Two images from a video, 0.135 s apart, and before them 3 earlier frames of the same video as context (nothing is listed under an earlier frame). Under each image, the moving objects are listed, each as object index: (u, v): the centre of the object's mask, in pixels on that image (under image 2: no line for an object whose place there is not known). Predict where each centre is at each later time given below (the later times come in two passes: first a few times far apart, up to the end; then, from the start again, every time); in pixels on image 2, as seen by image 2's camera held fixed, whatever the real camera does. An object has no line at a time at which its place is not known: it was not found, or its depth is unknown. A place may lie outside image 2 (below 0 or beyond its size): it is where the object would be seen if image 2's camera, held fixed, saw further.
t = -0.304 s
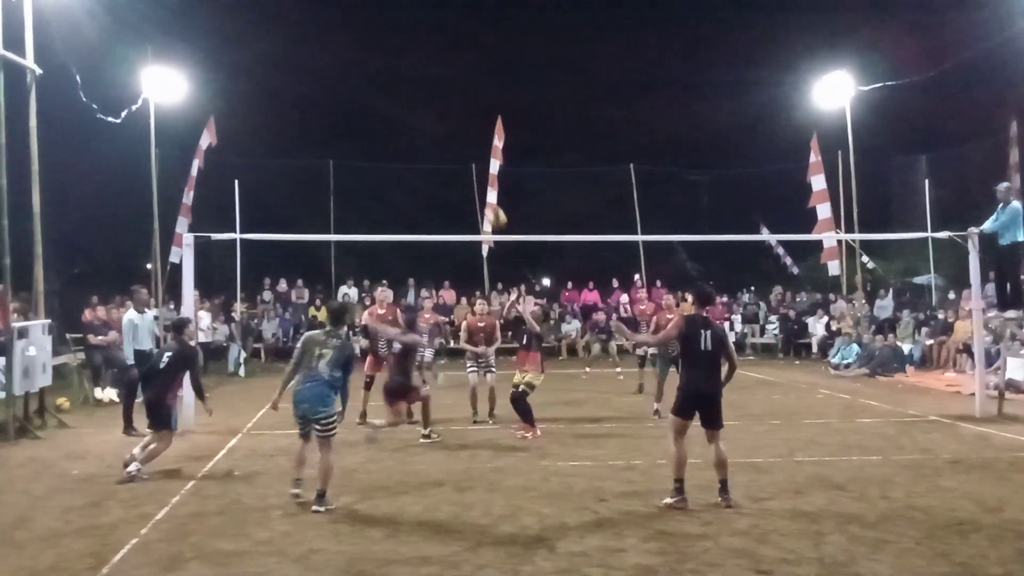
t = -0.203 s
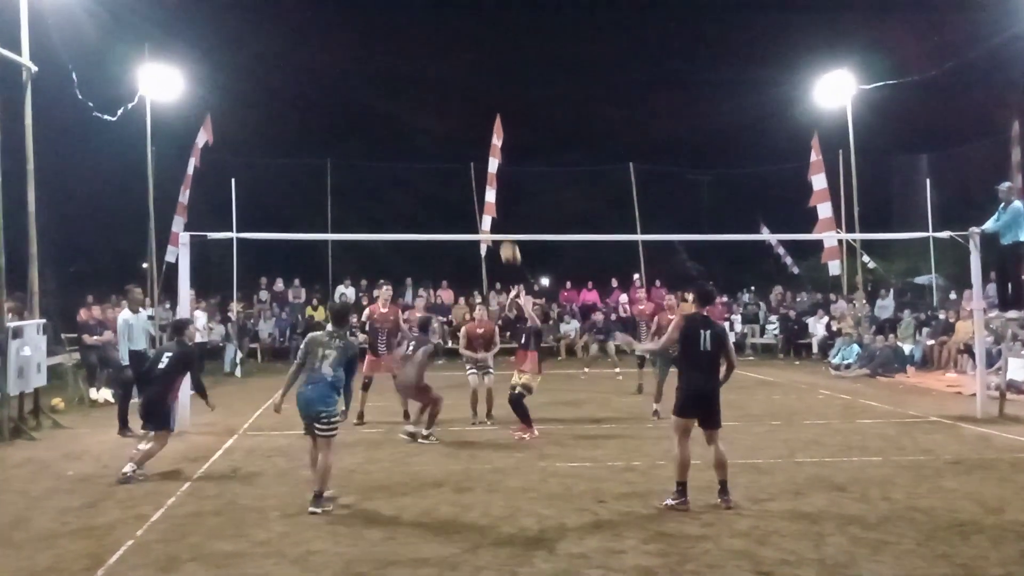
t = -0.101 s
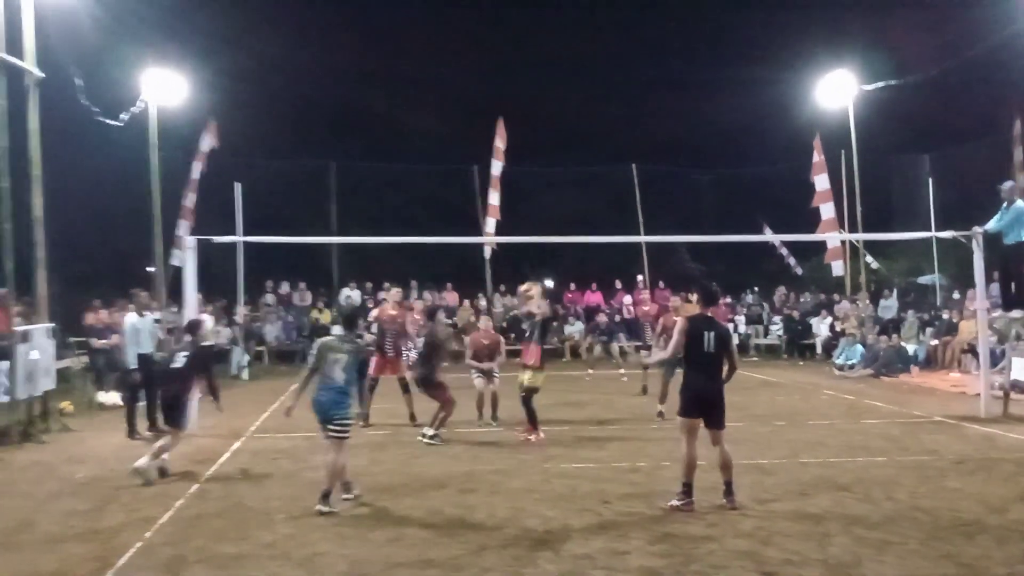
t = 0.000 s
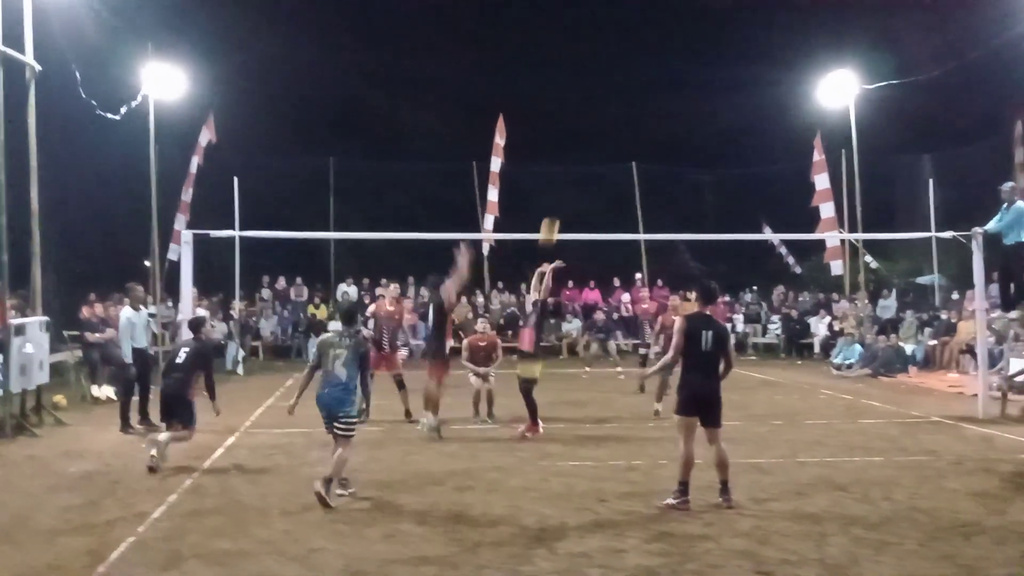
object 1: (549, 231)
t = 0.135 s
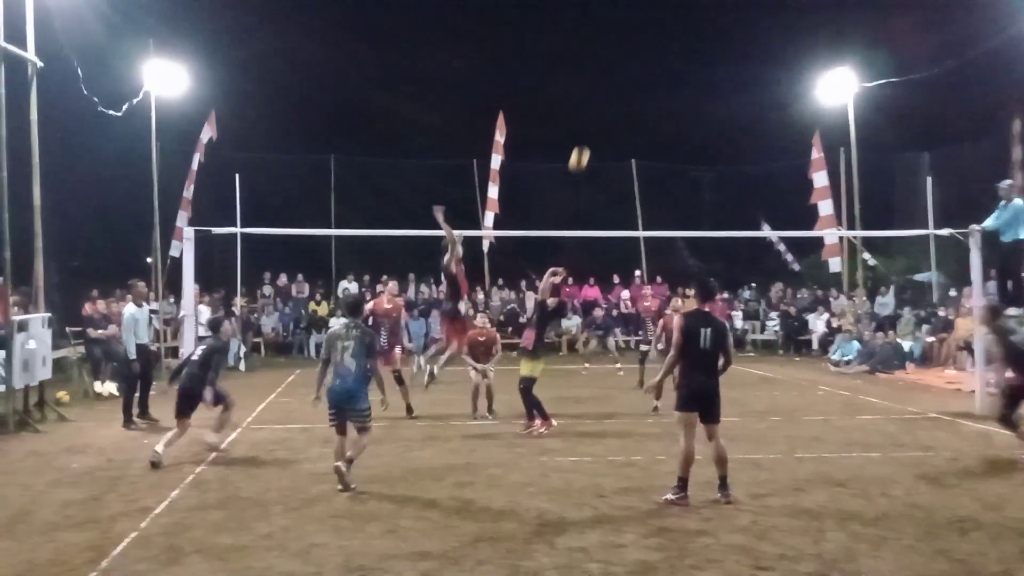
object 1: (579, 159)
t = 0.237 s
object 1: (600, 117)
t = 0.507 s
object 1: (658, 51)
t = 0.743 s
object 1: (706, 43)
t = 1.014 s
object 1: (758, 90)
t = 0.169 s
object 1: (586, 145)
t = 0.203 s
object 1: (593, 130)
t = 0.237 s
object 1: (600, 117)
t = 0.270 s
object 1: (608, 106)
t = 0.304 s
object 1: (615, 95)
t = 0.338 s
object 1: (622, 86)
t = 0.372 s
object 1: (630, 77)
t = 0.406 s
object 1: (637, 69)
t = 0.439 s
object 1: (644, 62)
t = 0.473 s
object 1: (651, 56)
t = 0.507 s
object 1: (658, 51)
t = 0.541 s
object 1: (665, 47)
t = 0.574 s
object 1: (672, 44)
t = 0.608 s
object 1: (679, 42)
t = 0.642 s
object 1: (685, 40)
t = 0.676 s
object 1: (692, 40)
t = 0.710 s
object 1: (699, 41)
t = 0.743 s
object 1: (706, 43)
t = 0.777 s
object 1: (713, 46)
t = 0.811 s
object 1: (720, 49)
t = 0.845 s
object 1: (727, 53)
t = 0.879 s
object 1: (732, 58)
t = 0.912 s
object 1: (739, 65)
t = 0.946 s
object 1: (745, 72)
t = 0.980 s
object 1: (751, 80)
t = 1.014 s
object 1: (758, 90)
